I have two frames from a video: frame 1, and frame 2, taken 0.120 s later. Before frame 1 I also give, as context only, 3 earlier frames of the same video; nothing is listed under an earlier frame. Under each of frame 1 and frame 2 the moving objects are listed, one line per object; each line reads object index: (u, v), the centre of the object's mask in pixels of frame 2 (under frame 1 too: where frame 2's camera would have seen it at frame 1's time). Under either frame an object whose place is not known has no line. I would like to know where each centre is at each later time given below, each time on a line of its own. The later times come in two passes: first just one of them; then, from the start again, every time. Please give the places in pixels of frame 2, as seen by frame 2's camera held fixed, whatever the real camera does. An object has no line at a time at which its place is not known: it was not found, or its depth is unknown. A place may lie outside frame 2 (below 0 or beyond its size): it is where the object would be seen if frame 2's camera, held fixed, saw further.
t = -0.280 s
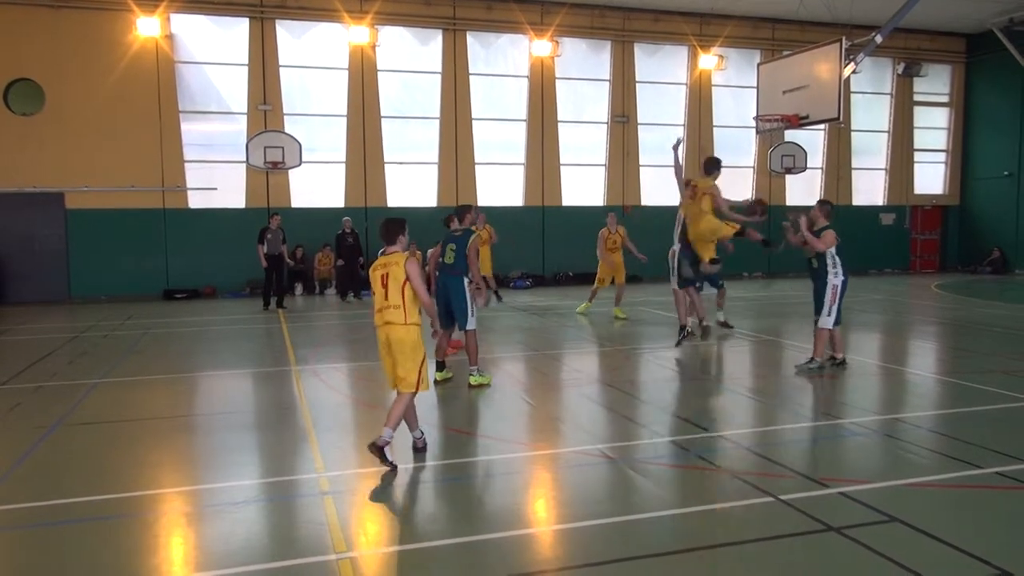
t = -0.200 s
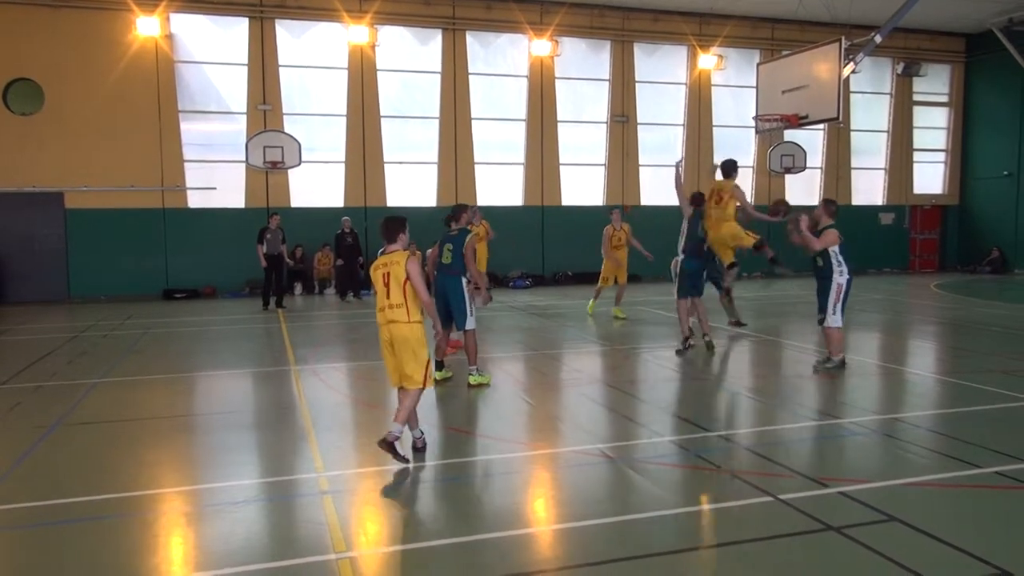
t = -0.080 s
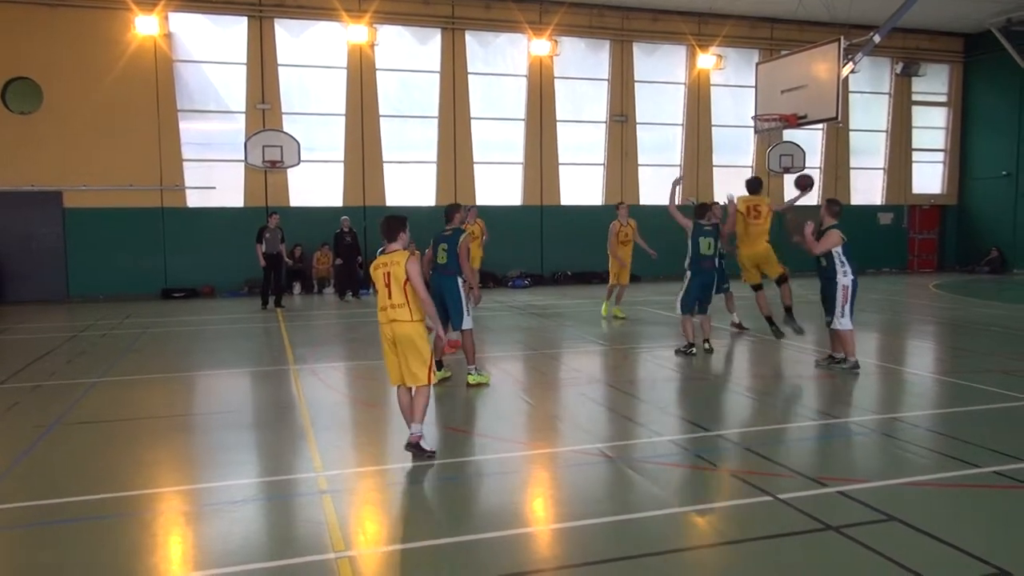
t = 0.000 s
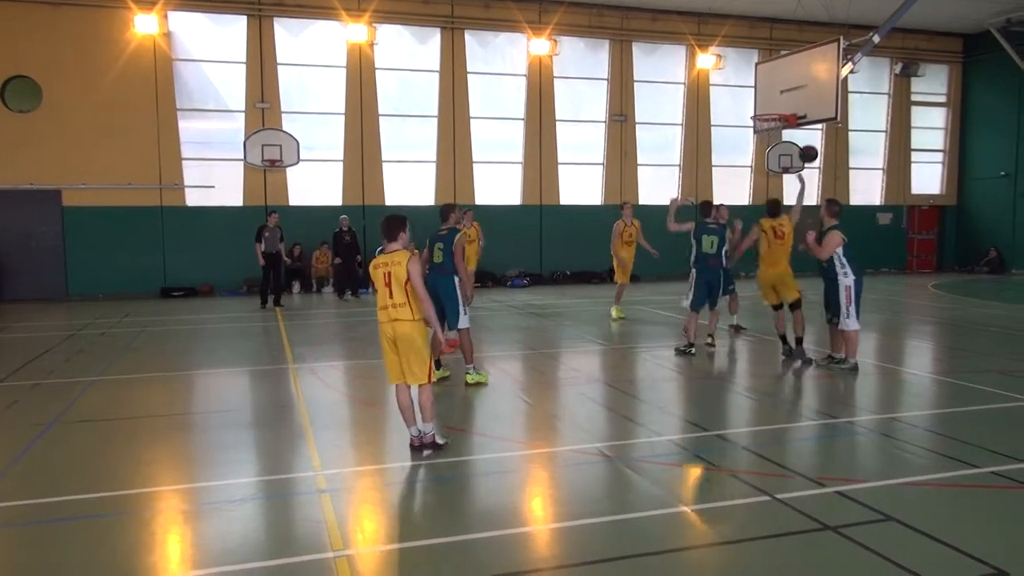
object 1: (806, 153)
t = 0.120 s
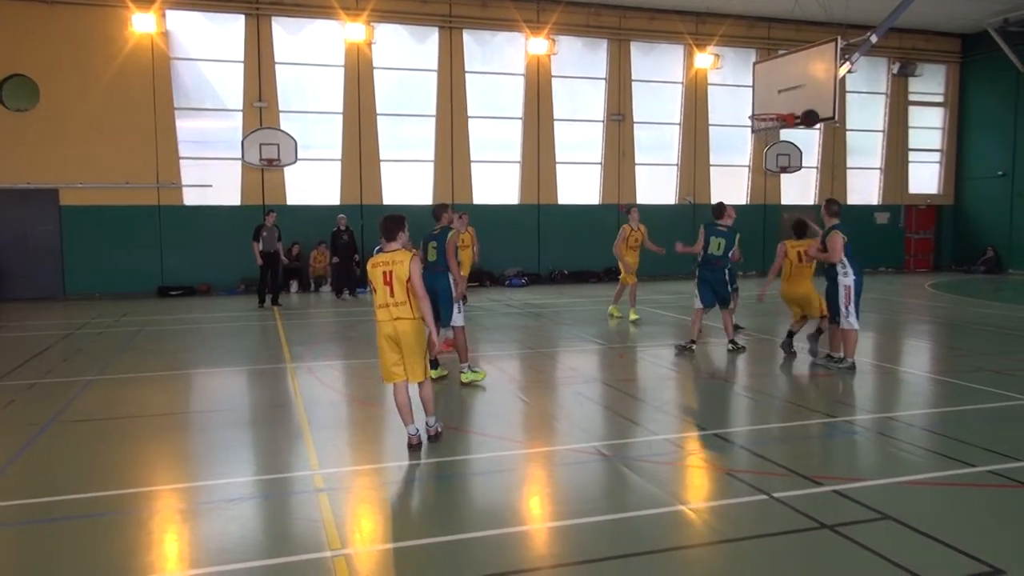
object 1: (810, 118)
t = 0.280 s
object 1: (810, 89)
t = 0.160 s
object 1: (810, 109)
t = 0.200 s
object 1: (811, 101)
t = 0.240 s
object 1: (812, 95)
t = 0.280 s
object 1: (810, 89)
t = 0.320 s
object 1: (807, 83)
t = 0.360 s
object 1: (803, 80)
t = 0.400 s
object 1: (799, 77)
